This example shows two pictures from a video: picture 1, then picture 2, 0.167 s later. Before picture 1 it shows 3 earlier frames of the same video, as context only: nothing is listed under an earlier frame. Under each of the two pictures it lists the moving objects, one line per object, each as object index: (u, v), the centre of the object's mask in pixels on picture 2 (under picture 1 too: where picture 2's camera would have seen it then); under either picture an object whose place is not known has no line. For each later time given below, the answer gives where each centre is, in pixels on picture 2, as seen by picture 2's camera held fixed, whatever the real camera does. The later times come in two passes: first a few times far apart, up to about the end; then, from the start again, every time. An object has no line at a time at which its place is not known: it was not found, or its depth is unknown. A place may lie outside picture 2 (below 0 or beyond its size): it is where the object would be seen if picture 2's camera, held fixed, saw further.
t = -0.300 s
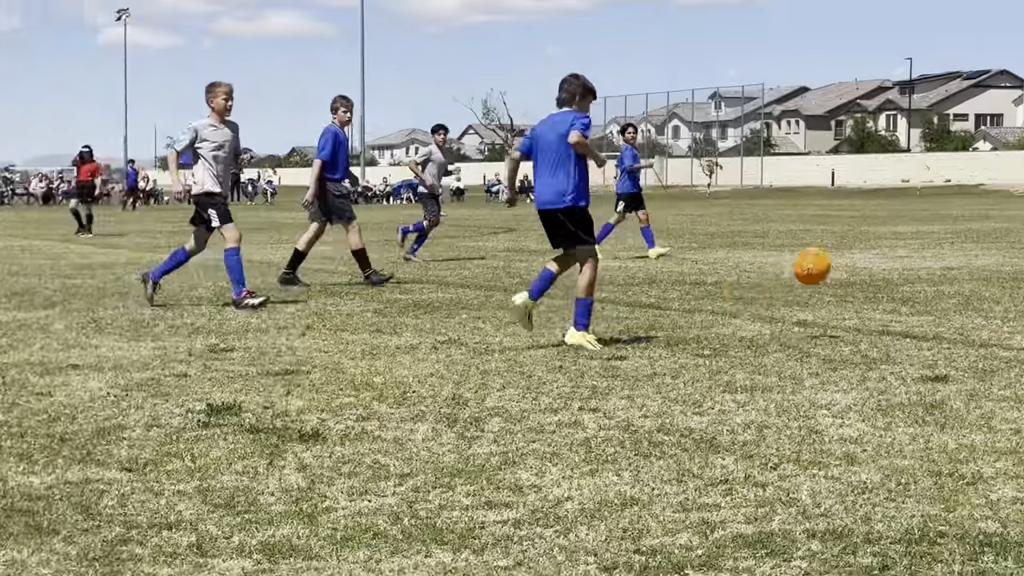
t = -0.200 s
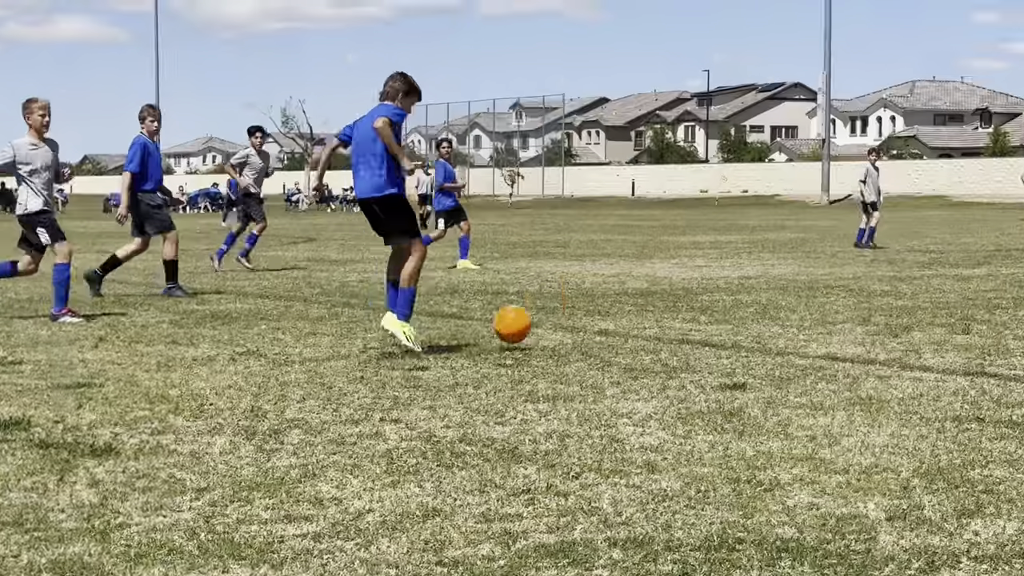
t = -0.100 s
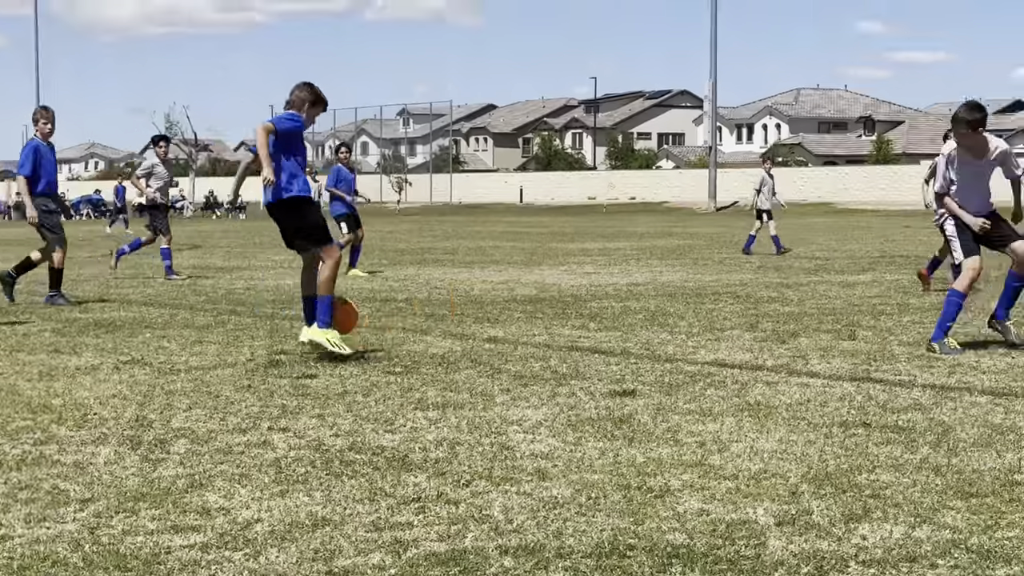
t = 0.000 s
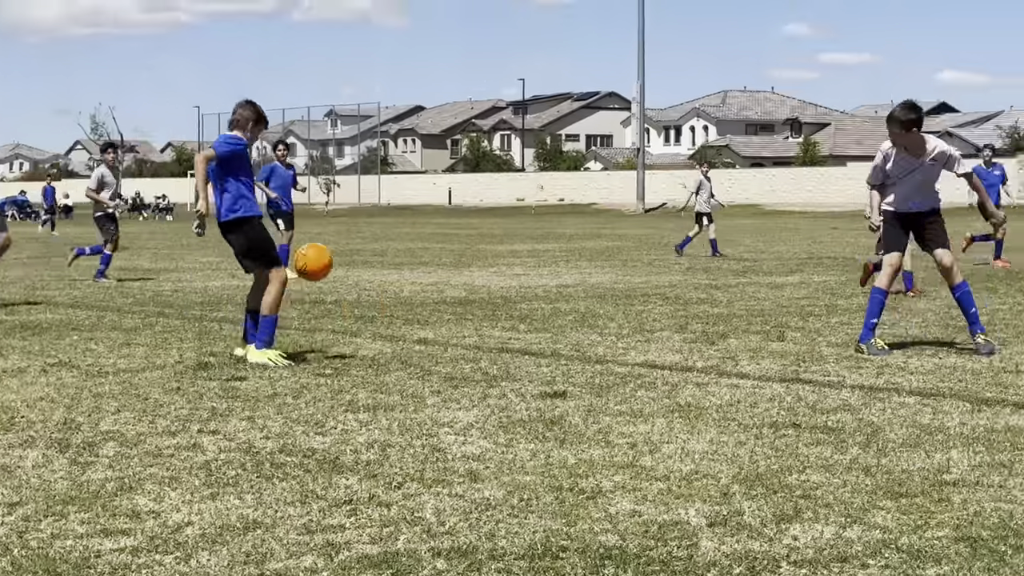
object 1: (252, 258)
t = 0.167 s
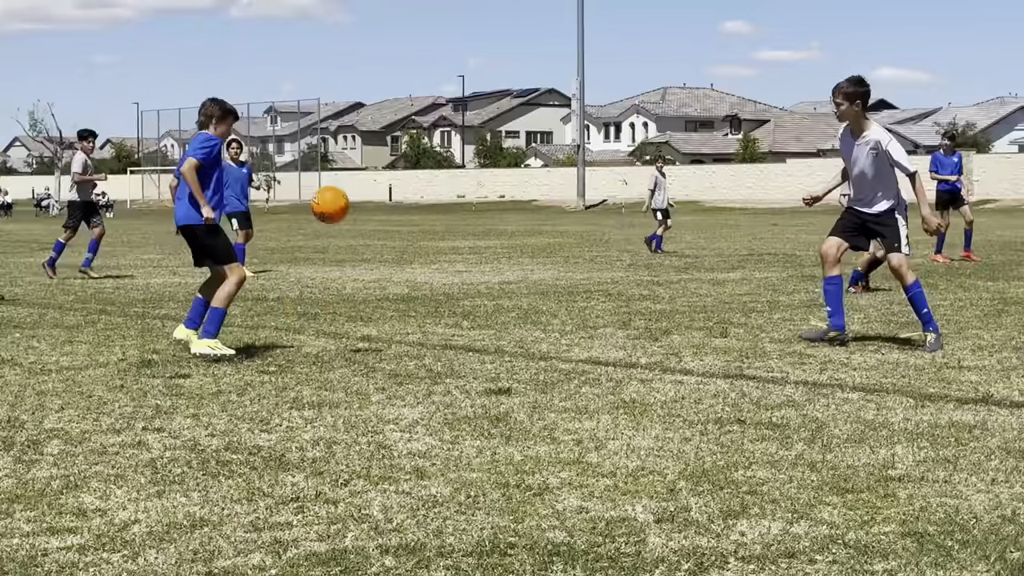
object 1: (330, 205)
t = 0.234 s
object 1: (360, 196)
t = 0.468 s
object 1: (461, 226)
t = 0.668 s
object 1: (544, 322)
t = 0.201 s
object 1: (345, 199)
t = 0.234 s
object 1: (360, 196)
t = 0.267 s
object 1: (375, 195)
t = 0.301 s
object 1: (390, 195)
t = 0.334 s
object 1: (404, 197)
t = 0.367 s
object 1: (418, 202)
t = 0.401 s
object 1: (433, 208)
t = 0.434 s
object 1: (447, 216)
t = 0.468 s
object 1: (461, 226)
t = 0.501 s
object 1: (474, 238)
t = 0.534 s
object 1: (489, 251)
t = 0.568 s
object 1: (503, 266)
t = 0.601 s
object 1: (516, 283)
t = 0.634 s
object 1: (530, 302)
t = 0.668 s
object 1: (544, 322)
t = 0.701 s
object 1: (553, 335)
